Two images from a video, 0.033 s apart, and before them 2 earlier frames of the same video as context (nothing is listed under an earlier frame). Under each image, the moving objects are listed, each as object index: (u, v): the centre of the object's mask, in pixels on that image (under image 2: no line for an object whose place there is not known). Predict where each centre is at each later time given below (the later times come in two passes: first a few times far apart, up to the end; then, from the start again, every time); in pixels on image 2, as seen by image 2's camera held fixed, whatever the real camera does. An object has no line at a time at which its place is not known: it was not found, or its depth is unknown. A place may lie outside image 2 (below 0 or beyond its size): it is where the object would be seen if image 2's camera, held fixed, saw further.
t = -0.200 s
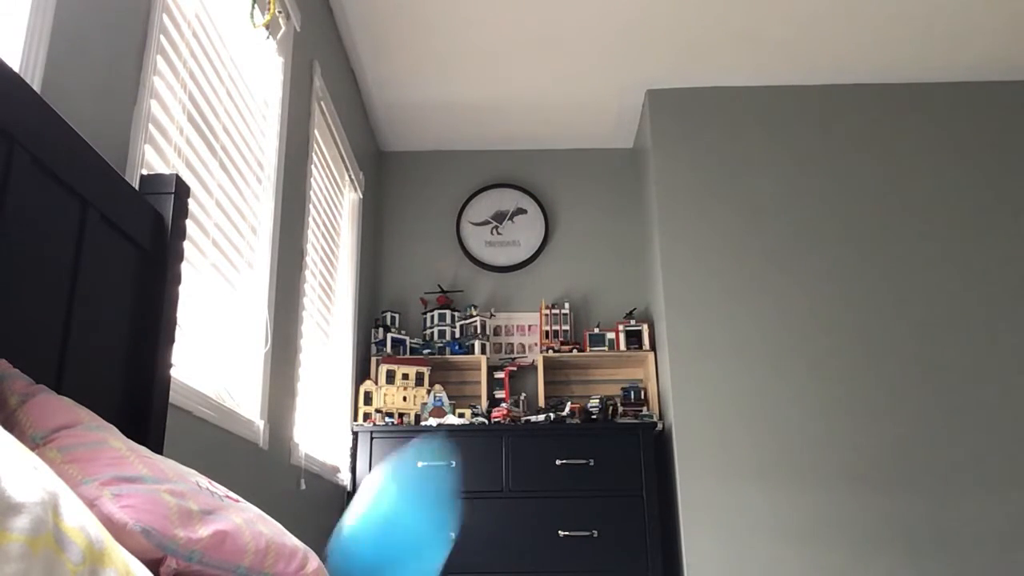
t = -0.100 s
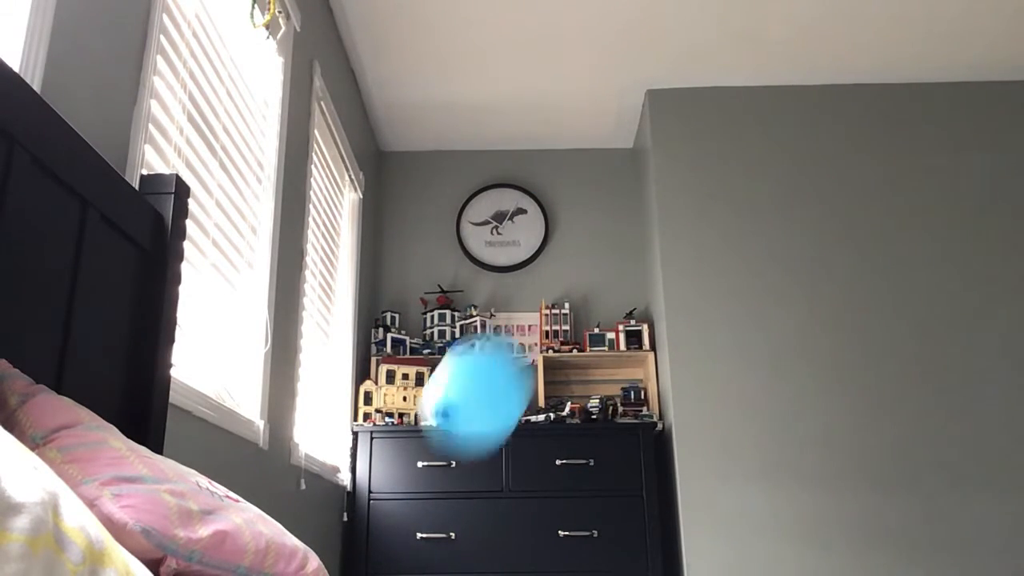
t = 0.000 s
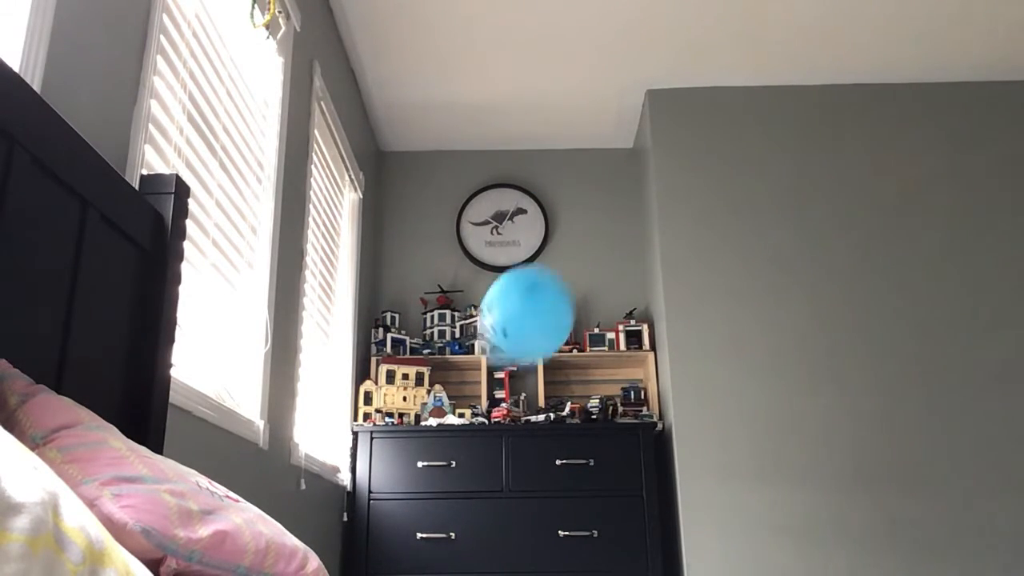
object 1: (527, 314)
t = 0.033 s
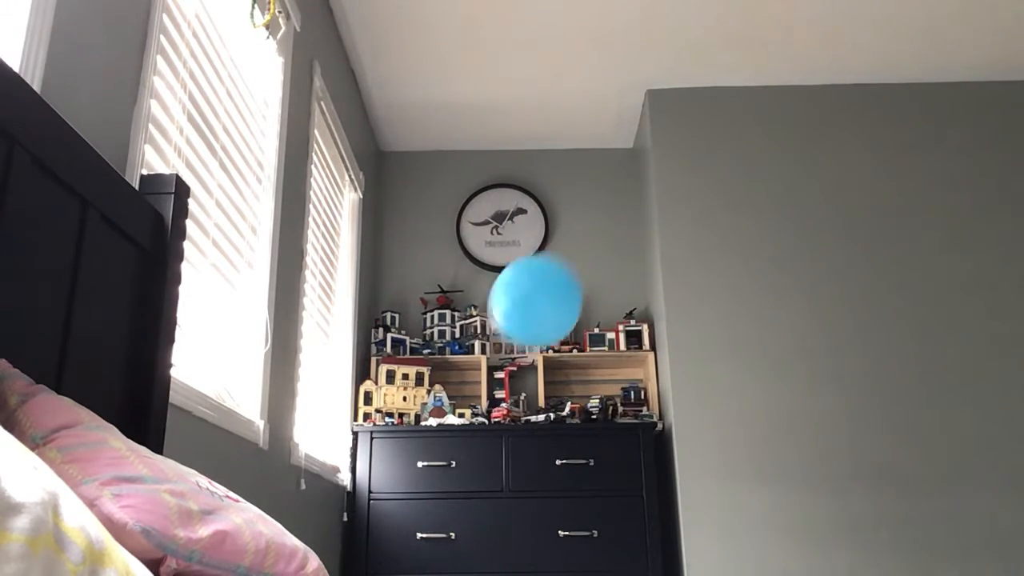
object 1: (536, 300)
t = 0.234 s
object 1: (585, 242)
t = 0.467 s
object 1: (613, 256)
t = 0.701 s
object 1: (635, 328)
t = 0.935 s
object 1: (643, 444)
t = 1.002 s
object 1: (644, 485)
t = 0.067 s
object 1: (546, 287)
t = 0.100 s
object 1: (555, 273)
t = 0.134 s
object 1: (563, 263)
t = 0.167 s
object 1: (569, 257)
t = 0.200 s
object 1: (577, 250)
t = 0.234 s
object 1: (585, 242)
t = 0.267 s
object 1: (589, 238)
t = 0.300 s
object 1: (594, 238)
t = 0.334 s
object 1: (598, 237)
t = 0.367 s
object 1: (604, 237)
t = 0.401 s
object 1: (607, 241)
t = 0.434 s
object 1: (610, 249)
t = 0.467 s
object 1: (613, 256)
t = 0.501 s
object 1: (618, 263)
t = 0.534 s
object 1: (621, 271)
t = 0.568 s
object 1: (624, 281)
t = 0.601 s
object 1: (627, 293)
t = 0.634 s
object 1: (629, 306)
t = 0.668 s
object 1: (633, 317)
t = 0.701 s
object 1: (635, 328)
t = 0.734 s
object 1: (636, 342)
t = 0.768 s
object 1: (637, 356)
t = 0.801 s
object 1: (638, 372)
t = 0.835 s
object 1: (639, 388)
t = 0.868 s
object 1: (641, 404)
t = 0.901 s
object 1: (642, 423)
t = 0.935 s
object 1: (643, 444)
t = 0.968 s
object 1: (643, 465)
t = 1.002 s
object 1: (644, 485)
